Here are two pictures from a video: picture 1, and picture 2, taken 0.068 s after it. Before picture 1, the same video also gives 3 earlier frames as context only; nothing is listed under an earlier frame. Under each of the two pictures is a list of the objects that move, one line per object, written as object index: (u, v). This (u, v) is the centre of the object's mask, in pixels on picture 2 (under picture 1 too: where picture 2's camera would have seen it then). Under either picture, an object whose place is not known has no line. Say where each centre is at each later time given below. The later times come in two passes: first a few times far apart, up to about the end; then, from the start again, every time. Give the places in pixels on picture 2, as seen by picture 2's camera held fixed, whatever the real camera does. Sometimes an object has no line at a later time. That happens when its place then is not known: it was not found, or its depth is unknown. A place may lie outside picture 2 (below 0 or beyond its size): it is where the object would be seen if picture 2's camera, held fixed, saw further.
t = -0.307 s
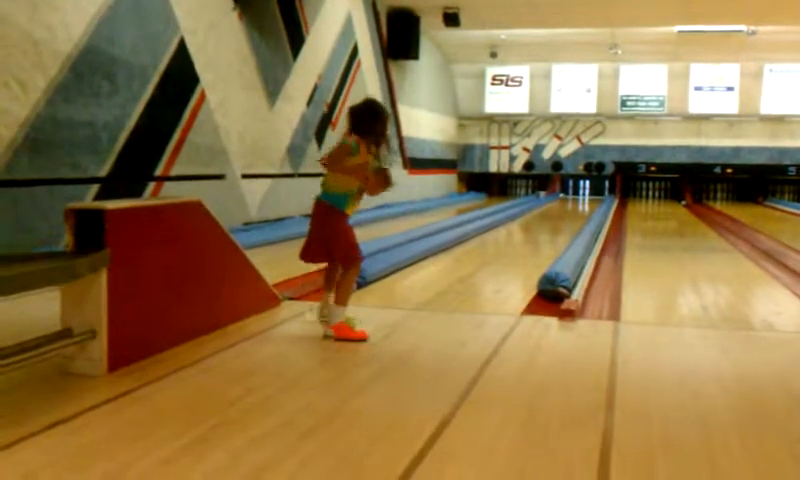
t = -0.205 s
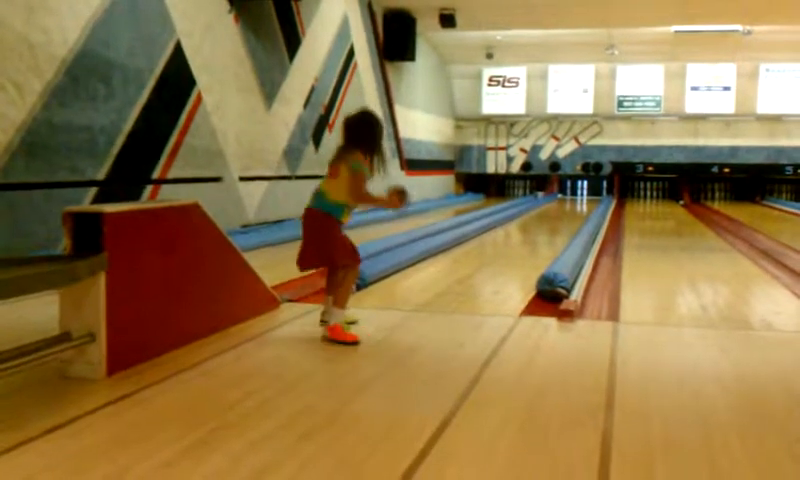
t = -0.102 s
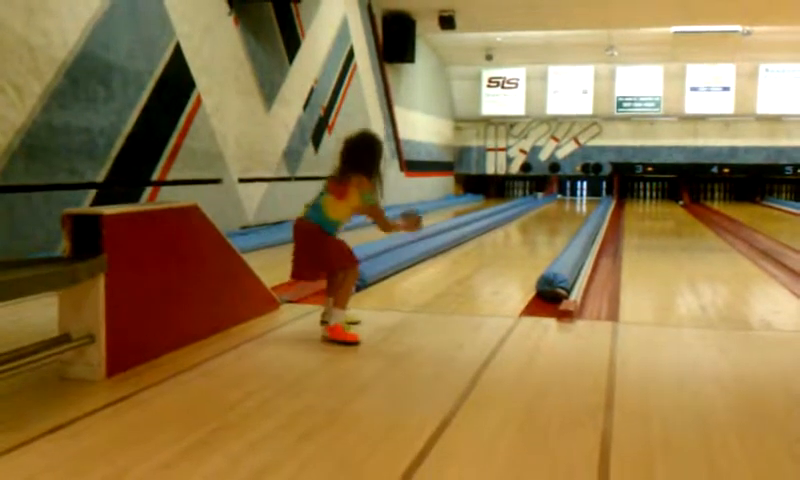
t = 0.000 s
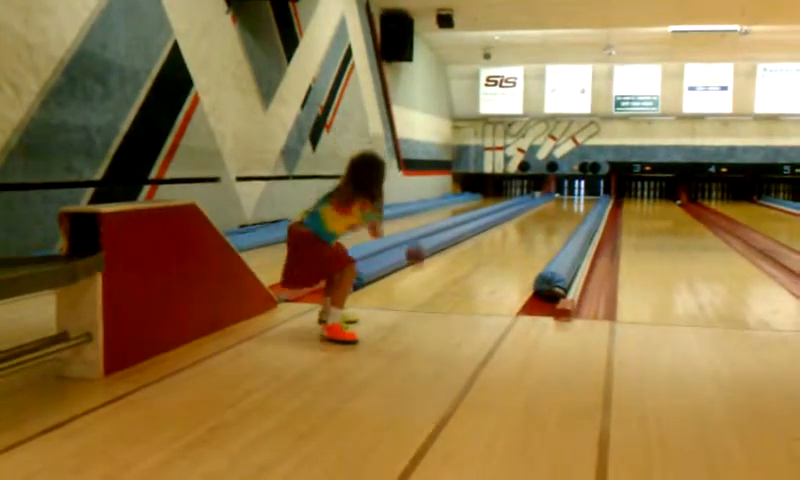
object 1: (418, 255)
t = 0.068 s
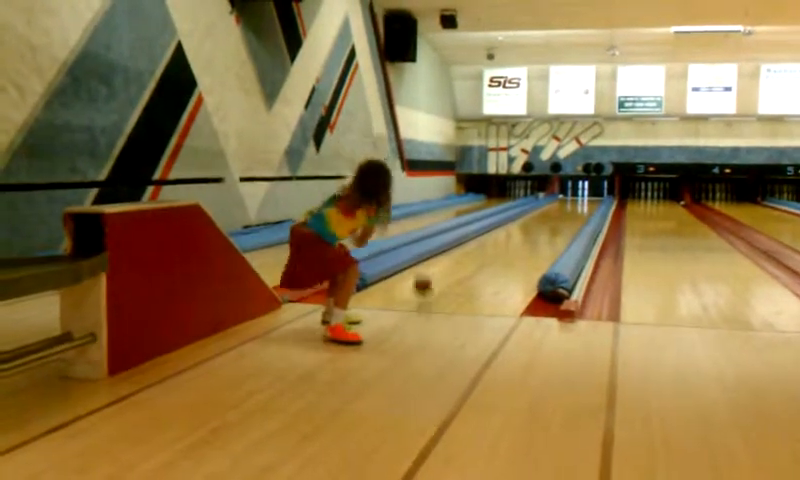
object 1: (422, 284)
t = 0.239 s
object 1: (433, 259)
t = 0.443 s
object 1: (439, 262)
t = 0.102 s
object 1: (425, 283)
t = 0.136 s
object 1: (426, 274)
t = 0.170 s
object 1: (429, 263)
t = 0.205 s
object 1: (431, 260)
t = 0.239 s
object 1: (433, 259)
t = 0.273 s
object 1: (434, 259)
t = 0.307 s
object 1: (435, 260)
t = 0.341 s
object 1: (436, 263)
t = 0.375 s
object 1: (437, 266)
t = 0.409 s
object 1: (438, 265)
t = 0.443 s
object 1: (439, 262)
